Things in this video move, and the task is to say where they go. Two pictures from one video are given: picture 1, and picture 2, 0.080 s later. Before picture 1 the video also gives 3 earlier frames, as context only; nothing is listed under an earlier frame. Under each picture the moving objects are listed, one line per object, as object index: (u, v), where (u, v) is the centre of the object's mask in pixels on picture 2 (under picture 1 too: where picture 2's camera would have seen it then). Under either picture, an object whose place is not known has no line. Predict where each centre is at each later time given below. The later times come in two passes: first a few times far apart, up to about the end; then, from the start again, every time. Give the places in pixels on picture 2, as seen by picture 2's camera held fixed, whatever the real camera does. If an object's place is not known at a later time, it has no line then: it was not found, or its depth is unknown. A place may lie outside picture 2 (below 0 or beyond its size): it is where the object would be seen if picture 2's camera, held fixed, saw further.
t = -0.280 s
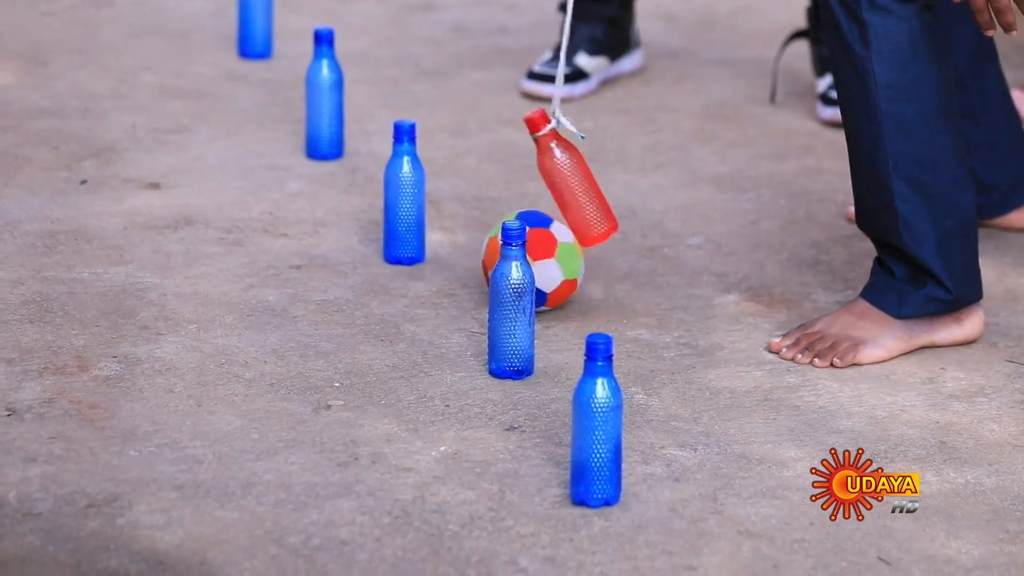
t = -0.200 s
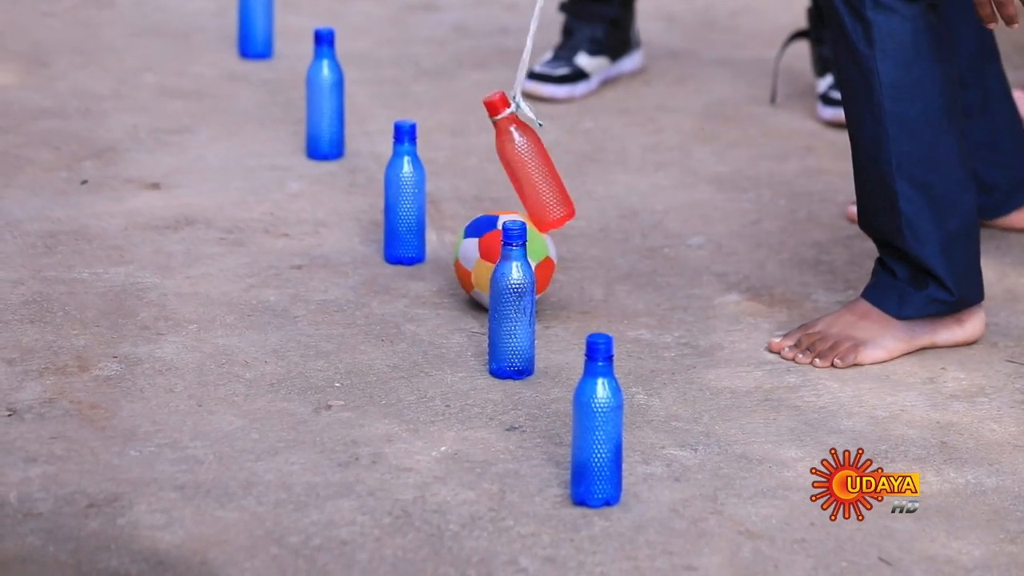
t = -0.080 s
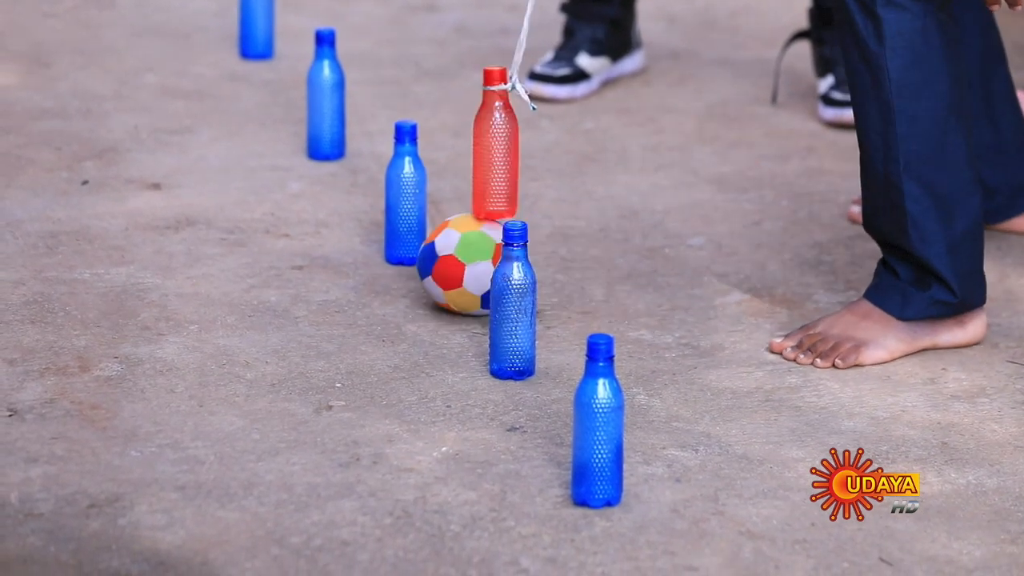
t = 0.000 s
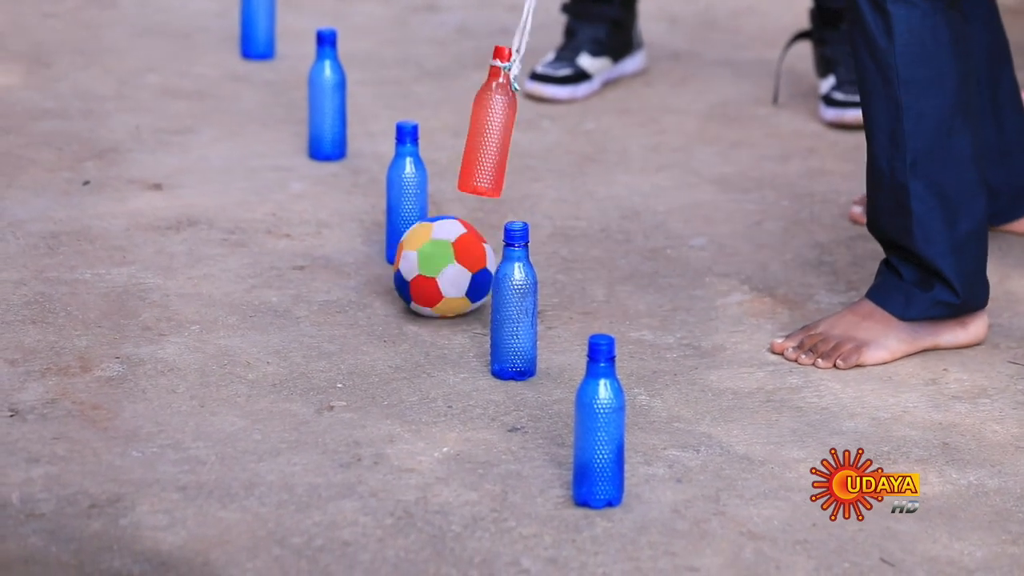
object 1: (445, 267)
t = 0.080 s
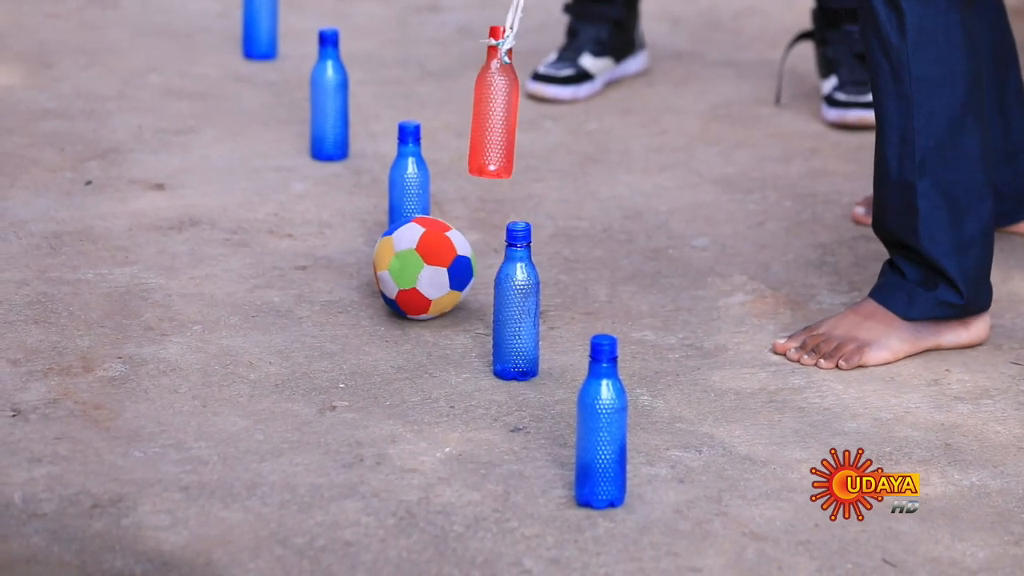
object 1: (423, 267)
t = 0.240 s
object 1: (385, 269)
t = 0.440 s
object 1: (334, 275)
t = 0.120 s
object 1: (413, 268)
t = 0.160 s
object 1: (403, 267)
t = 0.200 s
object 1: (394, 268)
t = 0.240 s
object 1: (385, 269)
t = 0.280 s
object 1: (375, 270)
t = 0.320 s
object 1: (366, 273)
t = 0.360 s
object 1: (355, 275)
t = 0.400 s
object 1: (344, 275)
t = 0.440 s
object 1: (334, 275)
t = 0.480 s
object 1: (325, 275)
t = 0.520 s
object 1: (317, 275)
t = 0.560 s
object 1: (311, 275)
